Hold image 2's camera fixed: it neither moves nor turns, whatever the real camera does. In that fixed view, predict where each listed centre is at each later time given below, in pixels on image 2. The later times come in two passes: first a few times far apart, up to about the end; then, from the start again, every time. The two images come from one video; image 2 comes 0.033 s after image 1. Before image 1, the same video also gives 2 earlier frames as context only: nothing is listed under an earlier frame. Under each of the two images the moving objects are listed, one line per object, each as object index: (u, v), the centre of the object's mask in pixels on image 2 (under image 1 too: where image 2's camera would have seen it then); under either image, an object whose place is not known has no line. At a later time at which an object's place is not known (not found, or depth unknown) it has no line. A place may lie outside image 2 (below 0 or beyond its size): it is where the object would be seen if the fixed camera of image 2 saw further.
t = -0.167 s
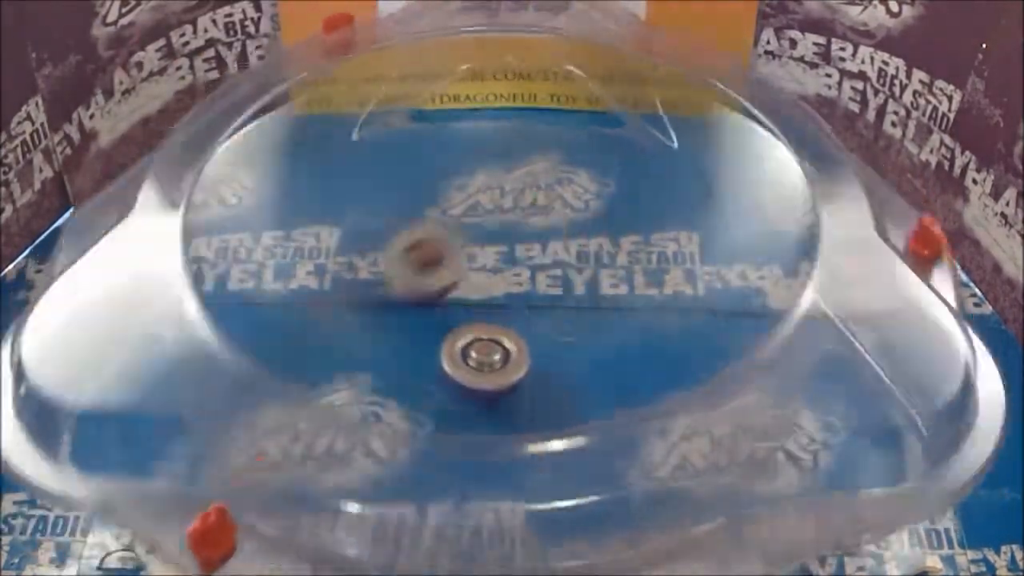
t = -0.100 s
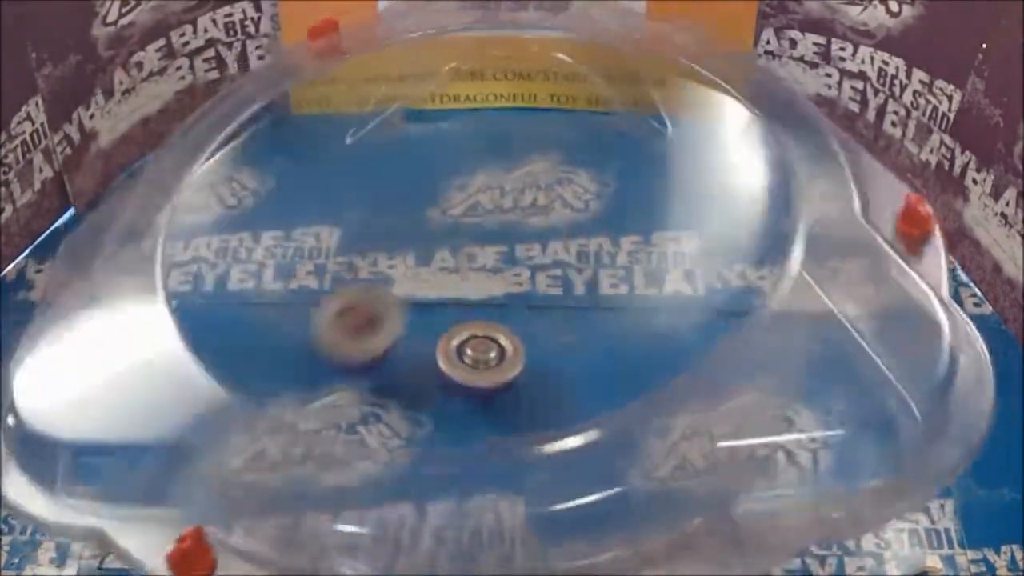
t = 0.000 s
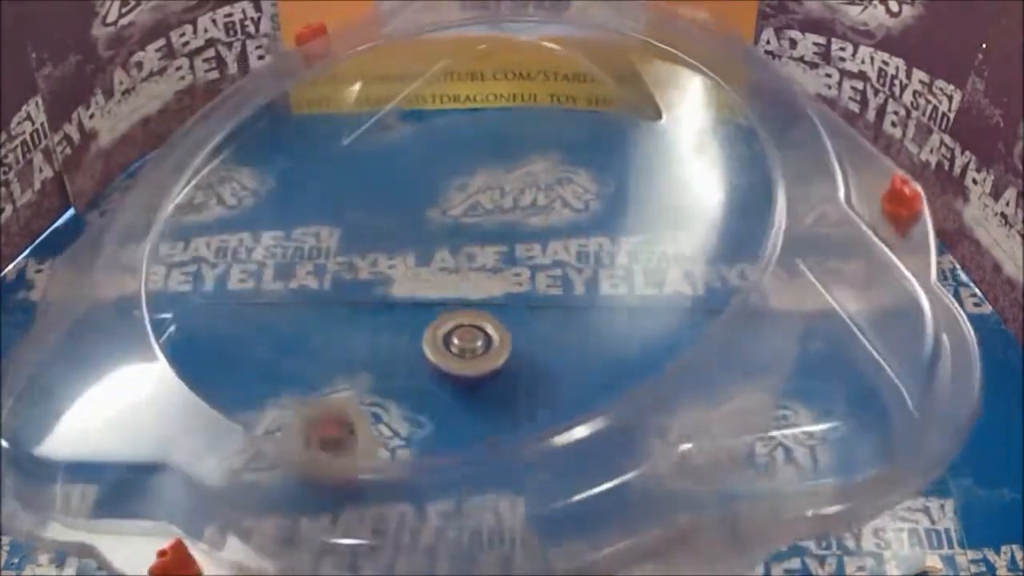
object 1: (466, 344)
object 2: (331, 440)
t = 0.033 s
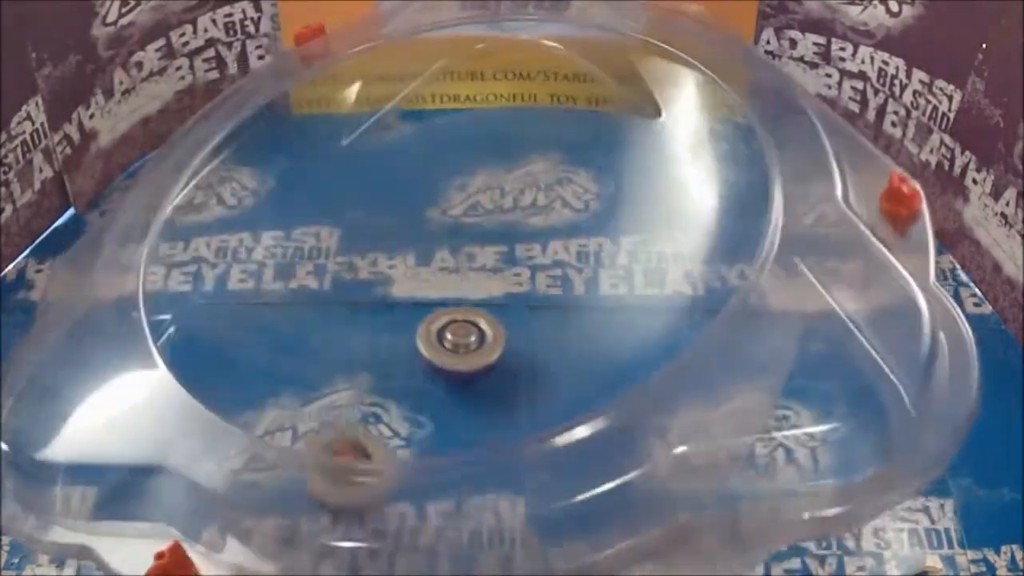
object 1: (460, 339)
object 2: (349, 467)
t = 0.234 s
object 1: (423, 331)
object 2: (576, 472)
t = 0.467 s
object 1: (447, 366)
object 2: (644, 254)
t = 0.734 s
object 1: (523, 372)
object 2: (336, 279)
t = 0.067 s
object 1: (454, 336)
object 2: (375, 489)
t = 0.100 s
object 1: (447, 333)
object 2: (410, 499)
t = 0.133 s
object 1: (441, 332)
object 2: (452, 503)
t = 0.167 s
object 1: (434, 331)
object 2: (493, 499)
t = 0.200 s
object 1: (428, 330)
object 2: (540, 487)
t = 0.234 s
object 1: (423, 331)
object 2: (576, 472)
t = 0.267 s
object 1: (420, 332)
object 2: (610, 449)
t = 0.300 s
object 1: (419, 333)
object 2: (642, 419)
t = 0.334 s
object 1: (420, 335)
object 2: (663, 388)
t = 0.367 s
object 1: (423, 341)
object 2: (672, 353)
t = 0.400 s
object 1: (429, 350)
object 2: (673, 319)
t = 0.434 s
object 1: (437, 357)
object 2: (664, 286)
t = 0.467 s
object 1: (447, 366)
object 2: (644, 254)
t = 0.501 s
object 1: (460, 373)
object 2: (618, 232)
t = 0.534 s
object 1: (470, 379)
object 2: (589, 213)
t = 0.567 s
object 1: (482, 383)
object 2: (550, 199)
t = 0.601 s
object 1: (493, 379)
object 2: (508, 200)
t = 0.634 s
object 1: (505, 377)
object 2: (468, 208)
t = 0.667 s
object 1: (511, 379)
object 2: (423, 222)
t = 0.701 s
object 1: (518, 378)
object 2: (378, 246)
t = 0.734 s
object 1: (523, 372)
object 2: (336, 279)
